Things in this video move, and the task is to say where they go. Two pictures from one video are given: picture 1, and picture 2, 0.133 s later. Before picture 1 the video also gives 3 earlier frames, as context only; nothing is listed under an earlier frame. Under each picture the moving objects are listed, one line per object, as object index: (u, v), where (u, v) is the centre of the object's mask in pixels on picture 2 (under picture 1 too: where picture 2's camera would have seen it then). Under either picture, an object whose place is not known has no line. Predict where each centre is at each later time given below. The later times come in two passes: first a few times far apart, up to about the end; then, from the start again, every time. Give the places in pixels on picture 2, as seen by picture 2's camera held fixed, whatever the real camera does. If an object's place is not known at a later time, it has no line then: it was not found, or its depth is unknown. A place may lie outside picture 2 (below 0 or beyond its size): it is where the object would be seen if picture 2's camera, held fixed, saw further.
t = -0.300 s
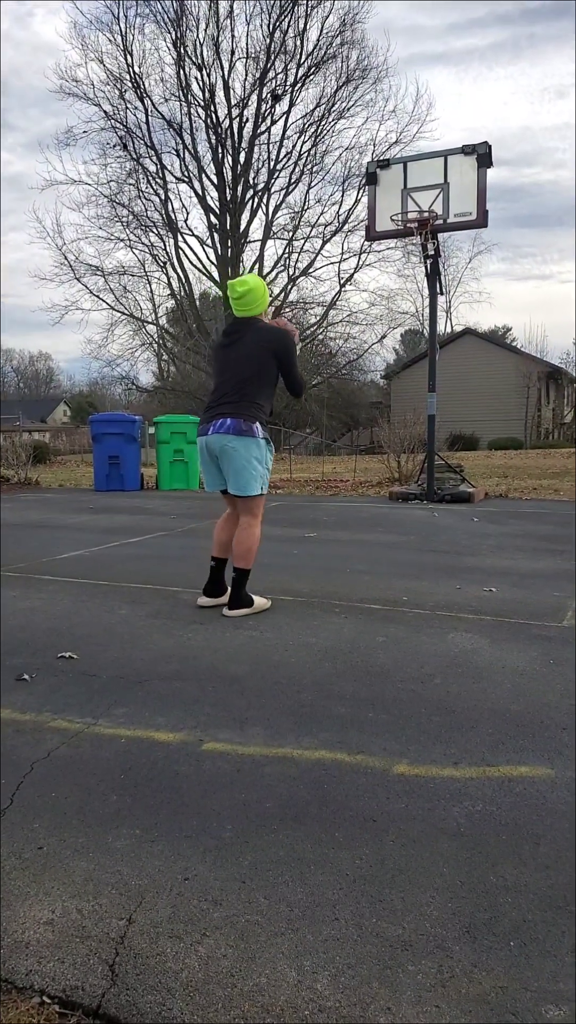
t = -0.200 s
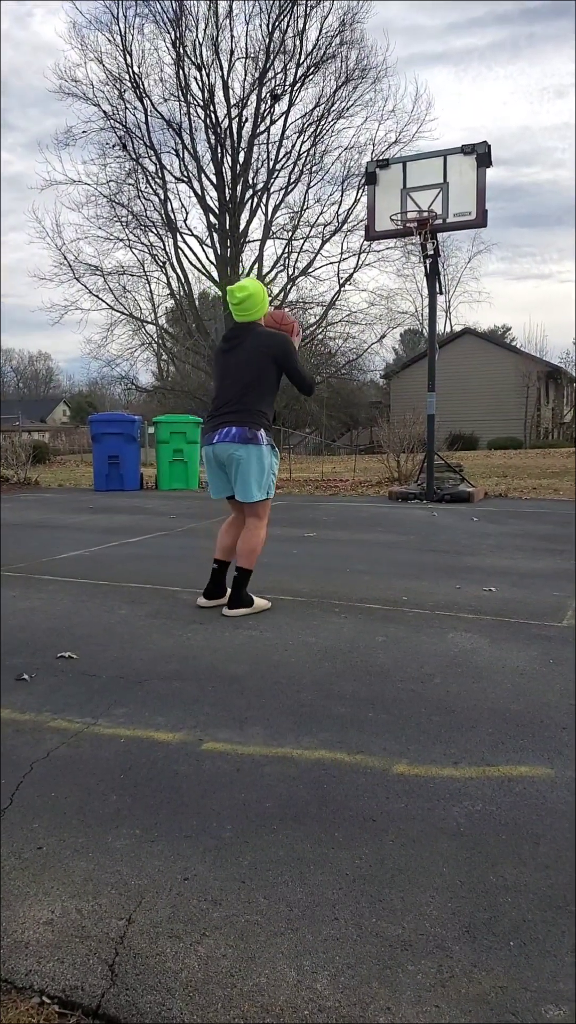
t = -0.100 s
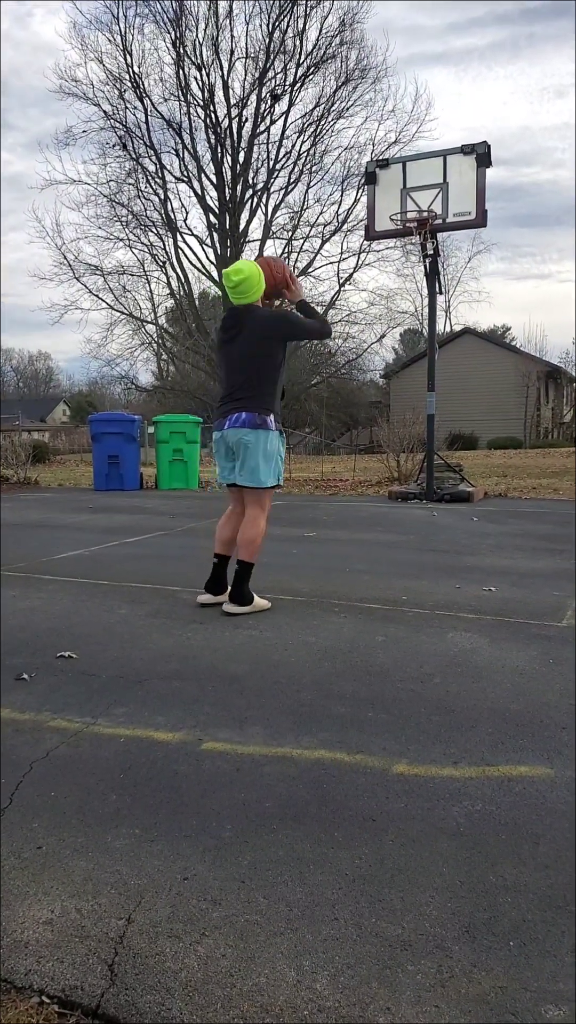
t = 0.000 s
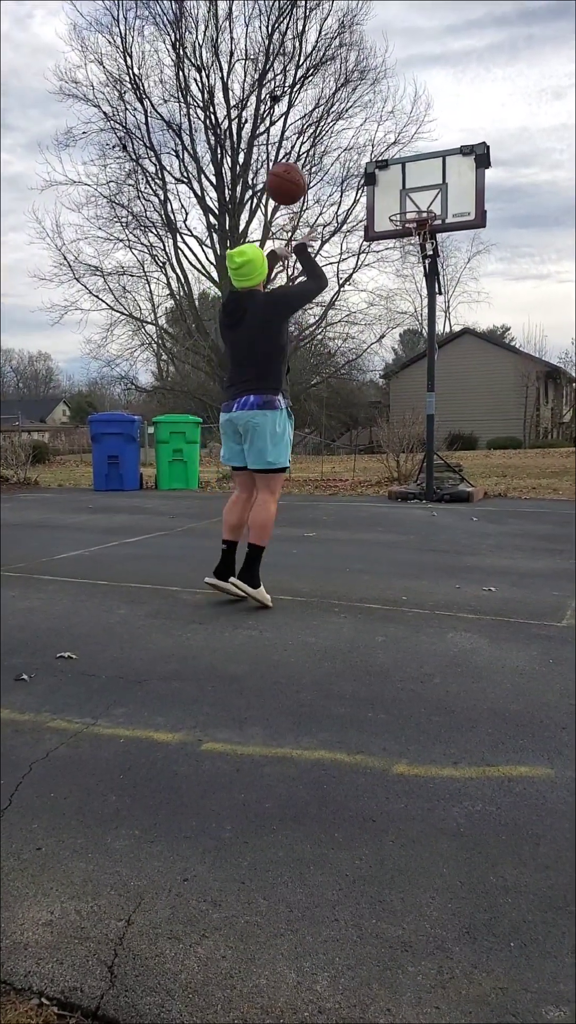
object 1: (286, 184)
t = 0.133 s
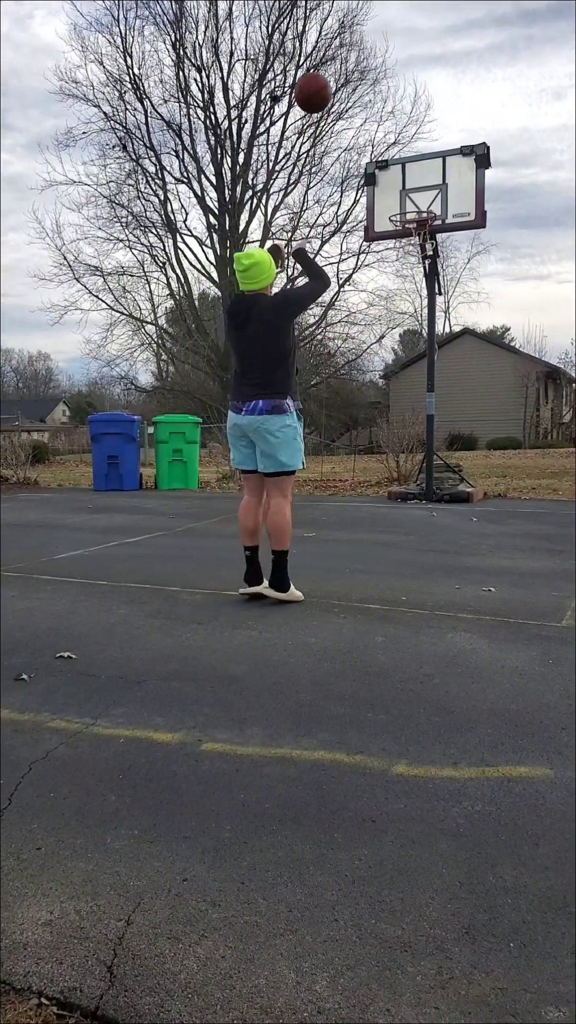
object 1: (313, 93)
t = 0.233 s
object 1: (330, 52)
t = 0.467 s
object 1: (363, 20)
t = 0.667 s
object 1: (384, 48)
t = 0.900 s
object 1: (404, 127)
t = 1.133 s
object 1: (417, 233)
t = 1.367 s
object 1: (399, 303)
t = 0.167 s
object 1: (319, 77)
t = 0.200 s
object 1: (324, 63)
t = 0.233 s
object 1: (330, 52)
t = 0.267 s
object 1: (335, 41)
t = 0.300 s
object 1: (340, 33)
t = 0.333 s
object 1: (345, 27)
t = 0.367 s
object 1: (350, 23)
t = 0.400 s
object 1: (354, 21)
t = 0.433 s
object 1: (358, 20)
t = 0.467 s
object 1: (363, 20)
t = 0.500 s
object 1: (366, 22)
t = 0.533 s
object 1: (370, 24)
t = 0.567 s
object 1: (374, 28)
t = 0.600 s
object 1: (378, 34)
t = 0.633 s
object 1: (381, 41)
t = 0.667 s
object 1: (384, 48)
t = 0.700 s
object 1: (387, 57)
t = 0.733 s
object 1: (390, 67)
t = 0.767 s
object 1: (393, 77)
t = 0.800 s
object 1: (396, 89)
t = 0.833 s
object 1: (399, 101)
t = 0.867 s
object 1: (402, 113)
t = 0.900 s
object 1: (404, 127)
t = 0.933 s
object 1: (407, 141)
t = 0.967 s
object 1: (410, 156)
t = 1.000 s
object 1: (412, 172)
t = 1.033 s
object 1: (414, 188)
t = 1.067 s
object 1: (416, 204)
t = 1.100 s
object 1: (419, 222)
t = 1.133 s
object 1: (417, 233)
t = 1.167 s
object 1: (415, 242)
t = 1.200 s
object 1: (413, 251)
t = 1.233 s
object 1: (411, 260)
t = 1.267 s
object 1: (408, 269)
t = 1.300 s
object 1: (405, 279)
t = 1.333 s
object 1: (402, 291)
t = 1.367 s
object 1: (399, 303)
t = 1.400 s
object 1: (396, 317)
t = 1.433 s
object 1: (393, 332)
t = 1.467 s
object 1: (391, 348)
